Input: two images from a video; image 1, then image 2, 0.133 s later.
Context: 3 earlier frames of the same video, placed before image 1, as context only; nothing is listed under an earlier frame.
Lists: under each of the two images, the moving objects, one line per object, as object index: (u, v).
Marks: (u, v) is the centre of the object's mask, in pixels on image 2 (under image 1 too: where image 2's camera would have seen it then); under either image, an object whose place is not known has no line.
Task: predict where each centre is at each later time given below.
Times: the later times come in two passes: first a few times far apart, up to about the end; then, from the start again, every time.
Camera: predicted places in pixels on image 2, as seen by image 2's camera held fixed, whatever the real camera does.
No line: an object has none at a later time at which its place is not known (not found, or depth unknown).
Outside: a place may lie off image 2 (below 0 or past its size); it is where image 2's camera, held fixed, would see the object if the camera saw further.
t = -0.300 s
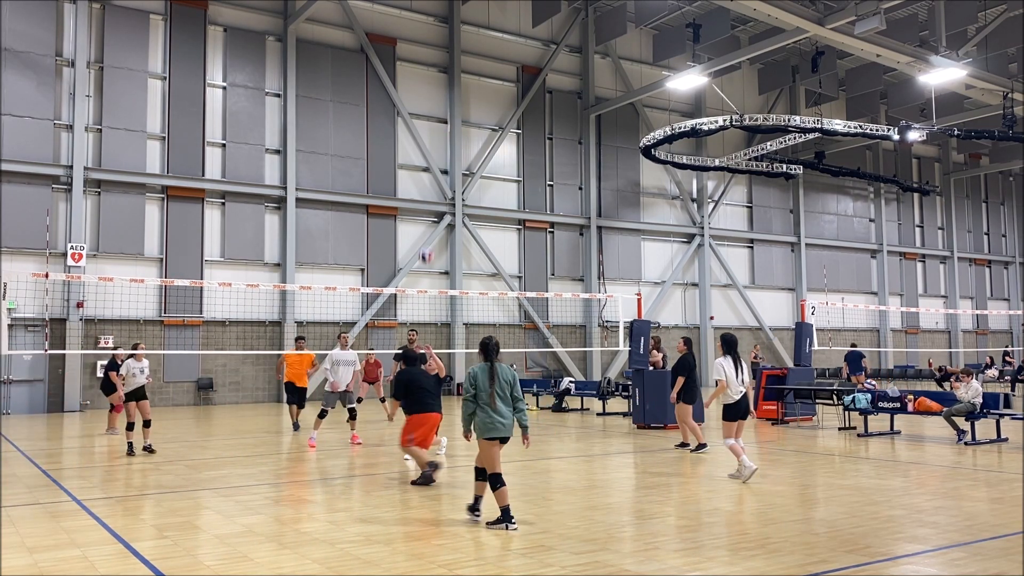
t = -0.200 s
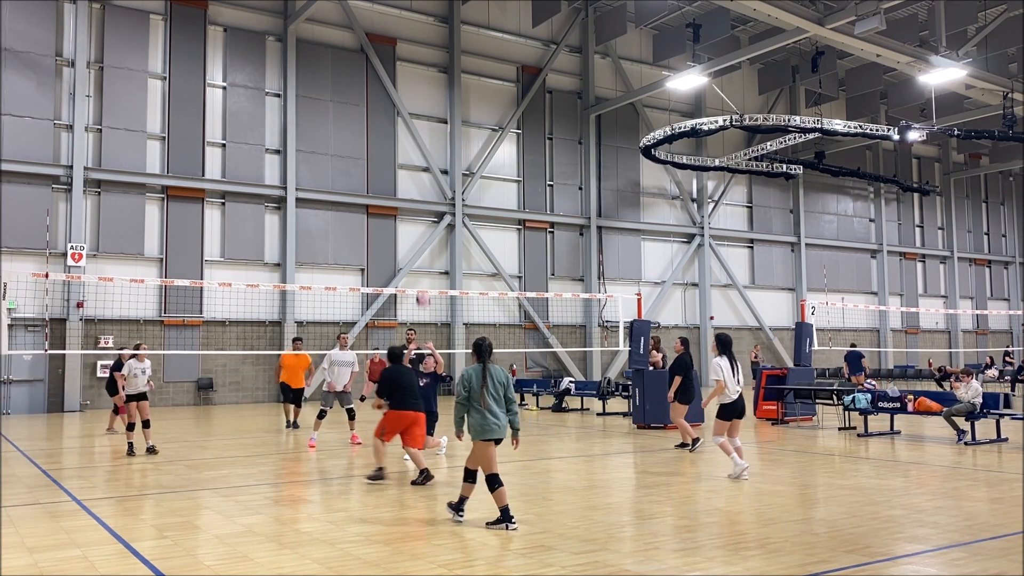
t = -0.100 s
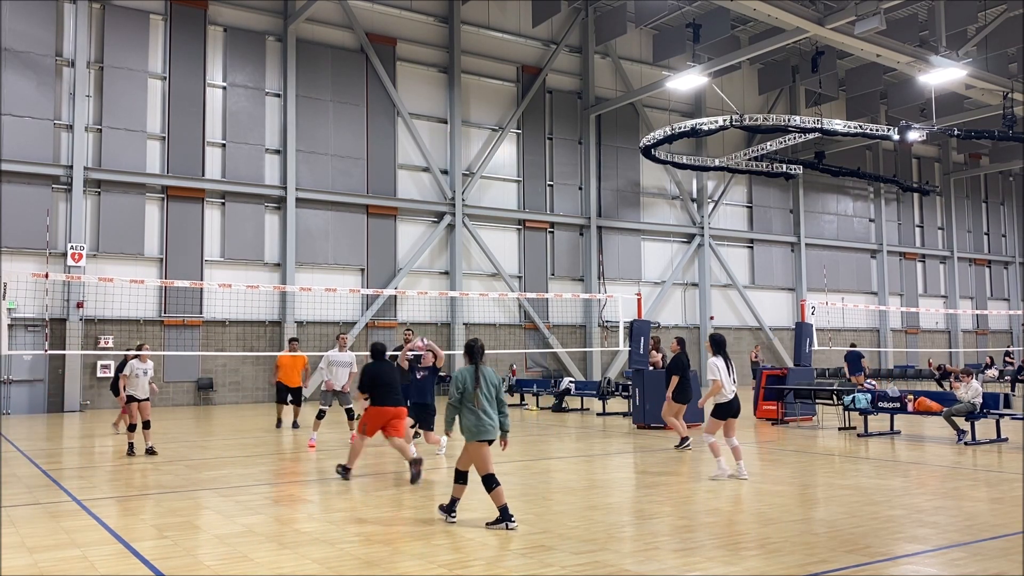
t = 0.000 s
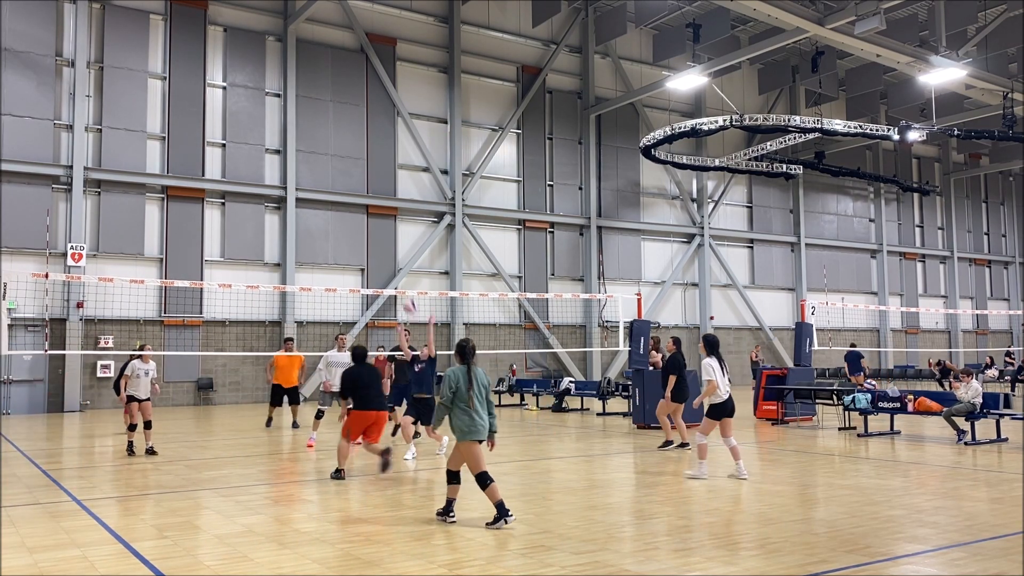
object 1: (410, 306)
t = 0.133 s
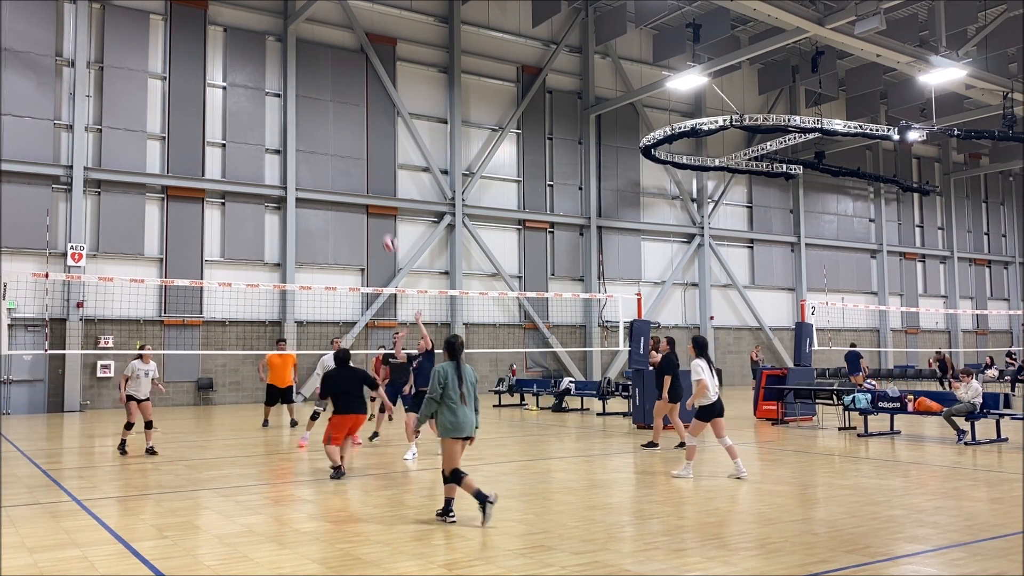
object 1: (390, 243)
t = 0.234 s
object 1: (375, 205)
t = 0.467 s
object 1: (342, 144)
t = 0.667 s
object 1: (313, 124)
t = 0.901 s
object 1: (280, 136)
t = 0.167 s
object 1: (385, 229)
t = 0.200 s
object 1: (380, 216)
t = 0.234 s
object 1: (375, 205)
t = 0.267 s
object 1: (371, 193)
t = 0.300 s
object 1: (366, 184)
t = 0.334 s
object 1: (361, 174)
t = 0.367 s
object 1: (356, 165)
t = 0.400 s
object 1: (351, 158)
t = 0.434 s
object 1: (346, 151)
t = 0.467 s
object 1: (342, 144)
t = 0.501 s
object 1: (337, 139)
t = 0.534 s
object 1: (332, 134)
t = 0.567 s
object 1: (327, 131)
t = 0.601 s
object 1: (322, 127)
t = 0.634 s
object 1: (318, 125)
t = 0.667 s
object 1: (313, 124)
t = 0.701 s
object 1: (308, 123)
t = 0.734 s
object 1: (304, 123)
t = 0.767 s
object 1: (299, 124)
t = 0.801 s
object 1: (294, 126)
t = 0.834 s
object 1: (289, 128)
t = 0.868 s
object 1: (284, 132)
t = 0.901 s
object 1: (280, 136)
